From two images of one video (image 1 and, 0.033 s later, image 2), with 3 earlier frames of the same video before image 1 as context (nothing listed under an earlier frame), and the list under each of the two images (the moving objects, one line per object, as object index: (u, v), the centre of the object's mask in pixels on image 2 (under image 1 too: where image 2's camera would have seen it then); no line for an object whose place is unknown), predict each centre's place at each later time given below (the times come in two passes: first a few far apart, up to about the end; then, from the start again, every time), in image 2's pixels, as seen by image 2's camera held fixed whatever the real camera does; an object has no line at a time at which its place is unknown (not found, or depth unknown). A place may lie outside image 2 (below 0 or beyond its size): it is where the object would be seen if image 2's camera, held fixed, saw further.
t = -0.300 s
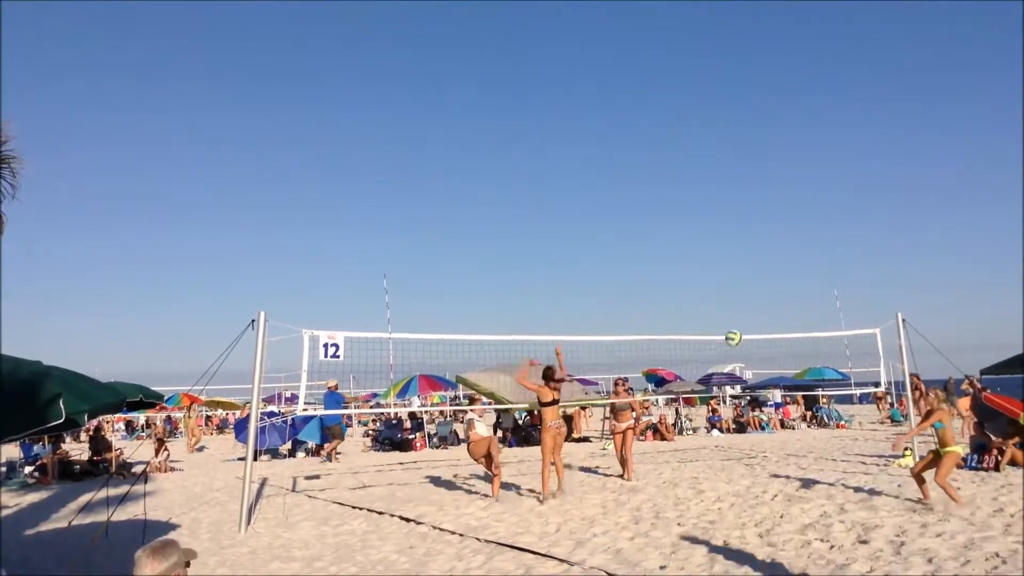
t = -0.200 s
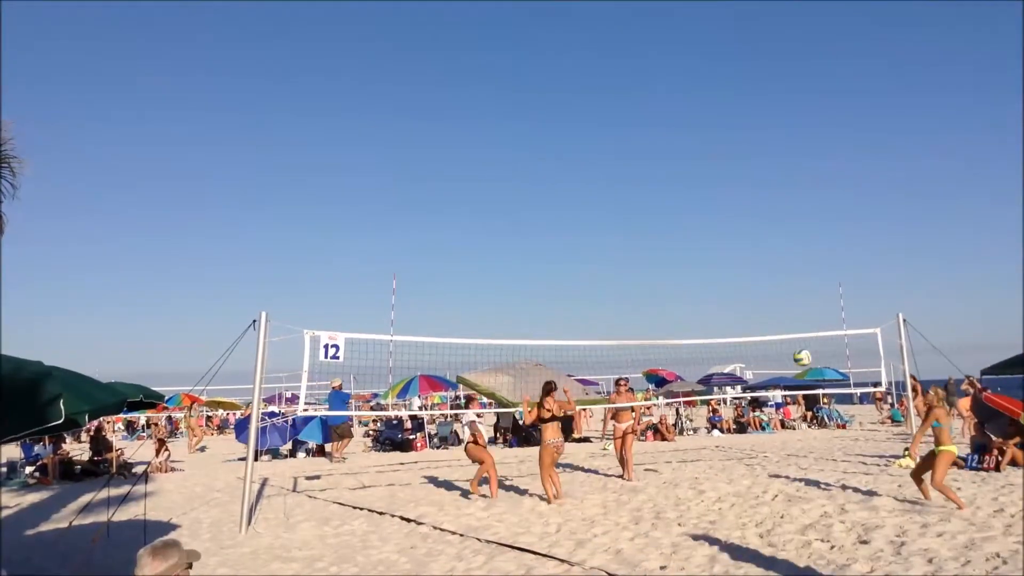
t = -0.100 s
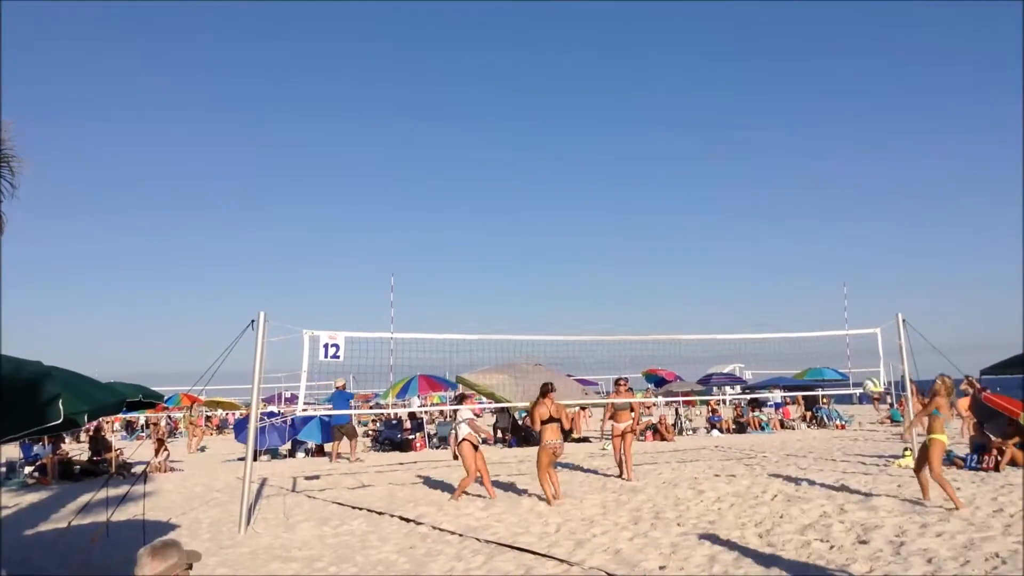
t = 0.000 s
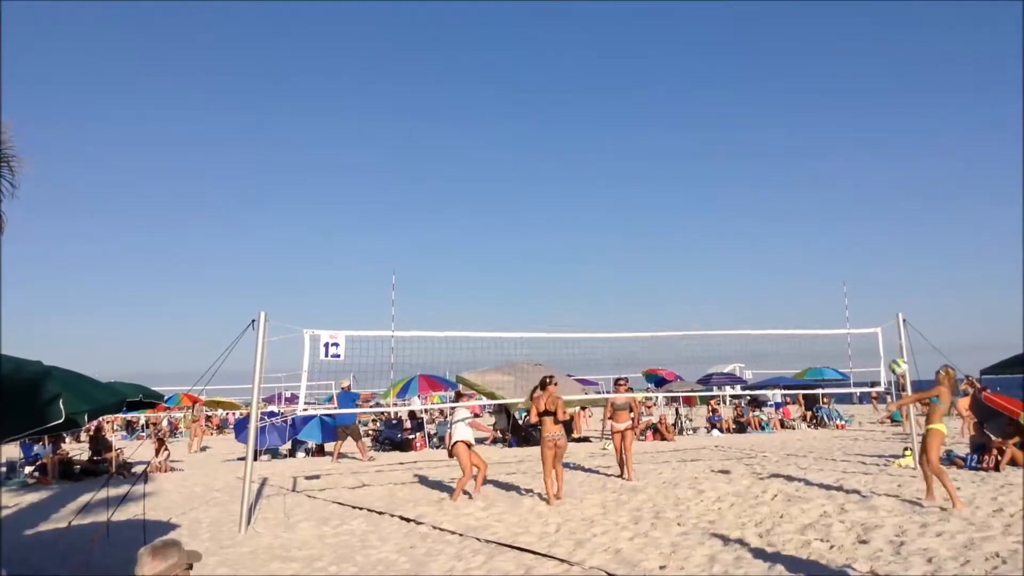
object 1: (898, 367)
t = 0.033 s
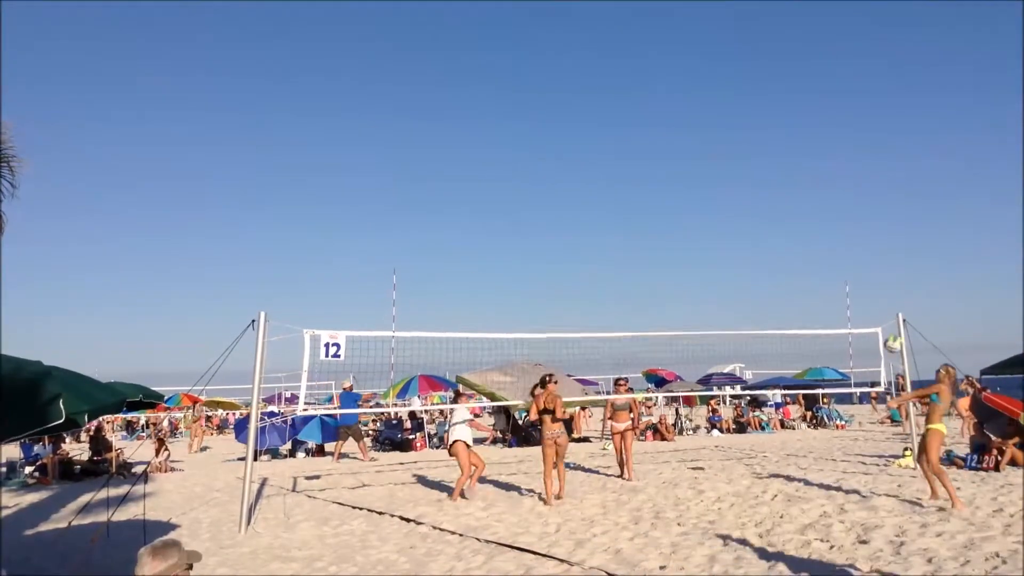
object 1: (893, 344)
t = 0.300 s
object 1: (860, 199)
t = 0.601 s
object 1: (833, 108)
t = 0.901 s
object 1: (811, 86)
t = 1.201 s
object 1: (792, 133)
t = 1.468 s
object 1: (775, 233)
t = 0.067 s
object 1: (888, 322)
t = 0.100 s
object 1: (884, 302)
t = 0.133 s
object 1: (879, 282)
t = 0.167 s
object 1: (875, 264)
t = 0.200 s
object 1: (871, 246)
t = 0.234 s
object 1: (868, 230)
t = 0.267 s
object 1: (864, 214)
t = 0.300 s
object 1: (860, 199)
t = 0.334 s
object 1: (856, 185)
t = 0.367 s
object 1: (853, 173)
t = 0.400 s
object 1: (850, 161)
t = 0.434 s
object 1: (847, 150)
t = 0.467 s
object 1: (844, 140)
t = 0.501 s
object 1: (841, 131)
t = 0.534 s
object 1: (838, 122)
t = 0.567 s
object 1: (836, 115)
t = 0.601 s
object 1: (833, 108)
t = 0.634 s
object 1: (830, 103)
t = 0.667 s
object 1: (827, 97)
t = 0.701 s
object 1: (825, 93)
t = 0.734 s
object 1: (822, 90)
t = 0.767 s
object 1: (820, 88)
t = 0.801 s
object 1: (818, 87)
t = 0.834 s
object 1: (815, 86)
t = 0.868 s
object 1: (813, 86)
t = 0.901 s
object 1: (811, 86)
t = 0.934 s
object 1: (809, 88)
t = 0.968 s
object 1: (807, 91)
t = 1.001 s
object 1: (805, 95)
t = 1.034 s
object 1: (802, 99)
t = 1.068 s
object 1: (800, 104)
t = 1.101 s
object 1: (798, 110)
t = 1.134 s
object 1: (796, 117)
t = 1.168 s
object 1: (795, 125)
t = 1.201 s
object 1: (792, 133)
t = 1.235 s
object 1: (790, 143)
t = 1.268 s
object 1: (788, 153)
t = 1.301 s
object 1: (786, 164)
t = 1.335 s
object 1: (784, 176)
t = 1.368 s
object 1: (782, 189)
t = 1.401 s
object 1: (780, 203)
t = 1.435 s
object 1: (777, 217)
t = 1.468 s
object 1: (775, 233)
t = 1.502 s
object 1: (773, 249)
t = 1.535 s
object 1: (771, 266)
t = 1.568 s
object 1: (770, 284)
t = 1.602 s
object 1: (767, 303)
